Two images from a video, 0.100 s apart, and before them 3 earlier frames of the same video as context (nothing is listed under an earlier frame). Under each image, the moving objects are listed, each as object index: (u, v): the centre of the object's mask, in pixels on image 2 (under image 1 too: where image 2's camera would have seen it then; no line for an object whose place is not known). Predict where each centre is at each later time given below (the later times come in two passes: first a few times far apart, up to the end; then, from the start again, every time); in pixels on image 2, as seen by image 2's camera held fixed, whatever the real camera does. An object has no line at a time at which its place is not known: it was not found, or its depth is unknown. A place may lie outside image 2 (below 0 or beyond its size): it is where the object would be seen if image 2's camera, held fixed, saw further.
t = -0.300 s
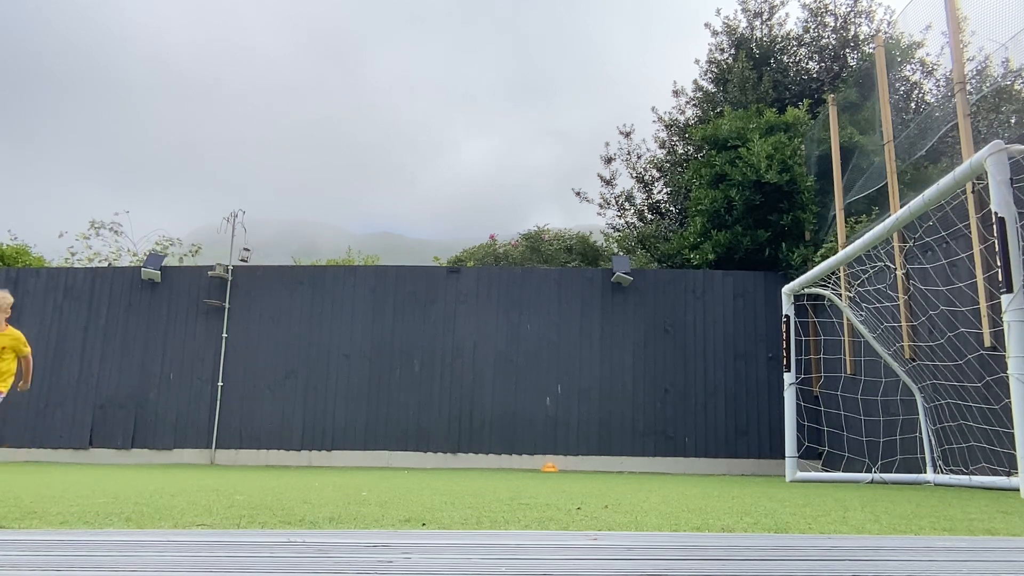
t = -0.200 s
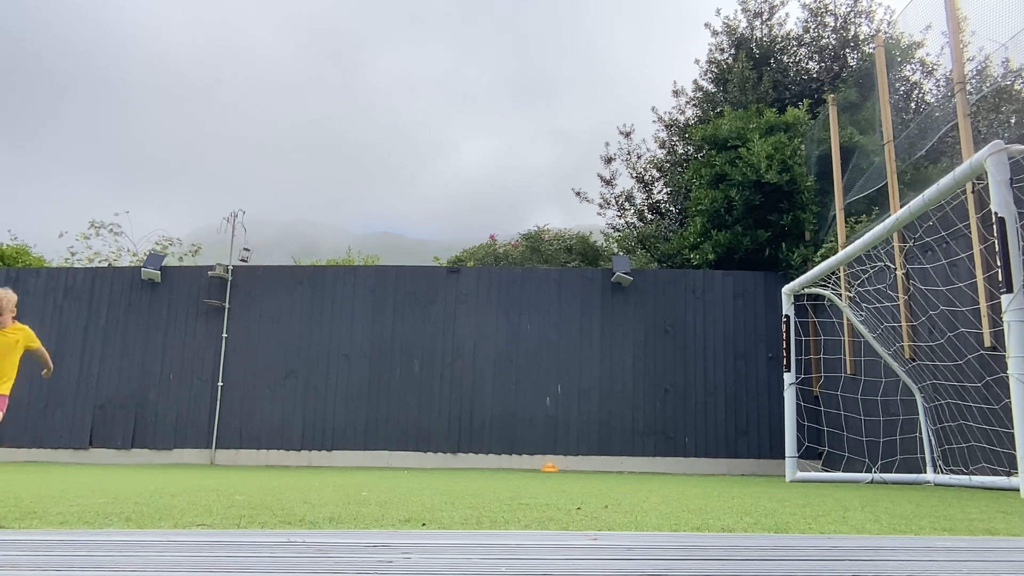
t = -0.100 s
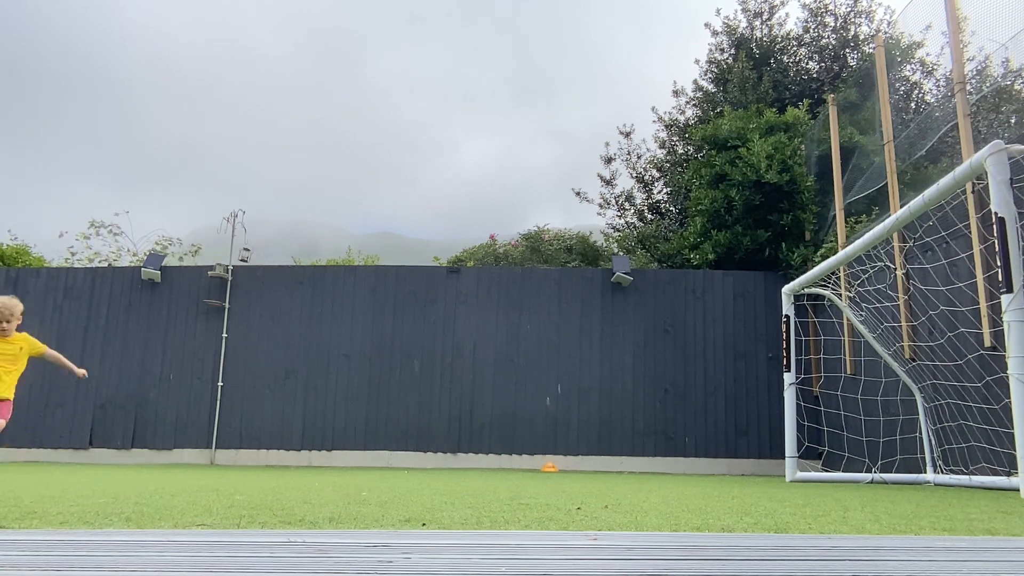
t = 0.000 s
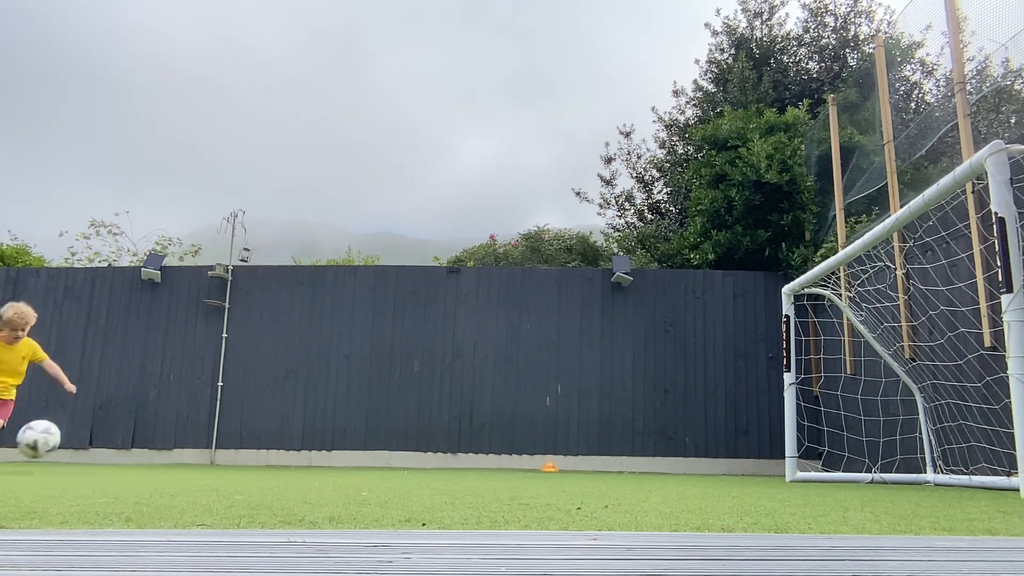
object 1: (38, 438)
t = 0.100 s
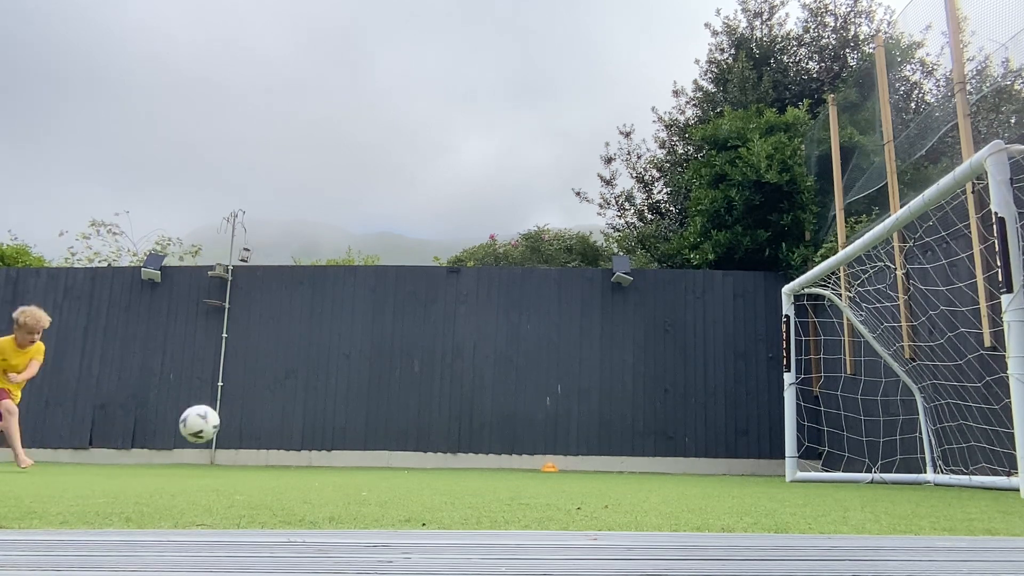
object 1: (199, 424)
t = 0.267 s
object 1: (455, 436)
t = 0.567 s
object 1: (839, 439)
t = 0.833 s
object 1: (927, 450)
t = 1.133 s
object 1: (937, 450)
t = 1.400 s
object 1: (944, 456)
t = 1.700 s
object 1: (950, 463)
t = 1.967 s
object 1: (954, 463)
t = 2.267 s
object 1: (959, 462)
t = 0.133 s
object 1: (252, 422)
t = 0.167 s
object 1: (305, 423)
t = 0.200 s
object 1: (355, 426)
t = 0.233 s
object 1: (405, 431)
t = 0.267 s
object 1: (455, 436)
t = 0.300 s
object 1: (505, 444)
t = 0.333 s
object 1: (554, 455)
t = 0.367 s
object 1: (602, 463)
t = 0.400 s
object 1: (644, 455)
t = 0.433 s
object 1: (684, 447)
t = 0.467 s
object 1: (724, 442)
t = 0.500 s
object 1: (763, 439)
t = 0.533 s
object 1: (802, 439)
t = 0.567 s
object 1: (839, 439)
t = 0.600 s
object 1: (876, 441)
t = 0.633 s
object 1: (913, 445)
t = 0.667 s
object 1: (920, 442)
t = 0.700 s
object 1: (921, 440)
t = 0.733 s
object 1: (922, 440)
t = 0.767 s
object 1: (924, 441)
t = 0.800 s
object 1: (925, 444)
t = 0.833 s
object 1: (927, 450)
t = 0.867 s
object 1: (929, 457)
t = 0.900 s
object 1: (931, 468)
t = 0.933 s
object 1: (931, 465)
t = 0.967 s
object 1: (932, 458)
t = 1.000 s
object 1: (933, 452)
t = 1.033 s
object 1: (934, 449)
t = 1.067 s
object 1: (935, 447)
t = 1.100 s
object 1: (936, 447)
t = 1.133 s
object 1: (937, 450)
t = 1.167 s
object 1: (939, 455)
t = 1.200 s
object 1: (941, 463)
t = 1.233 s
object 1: (944, 467)
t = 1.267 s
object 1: (943, 461)
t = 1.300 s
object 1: (943, 457)
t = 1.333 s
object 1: (943, 453)
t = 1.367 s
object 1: (943, 453)
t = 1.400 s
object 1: (944, 456)
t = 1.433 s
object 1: (945, 462)
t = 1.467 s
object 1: (947, 467)
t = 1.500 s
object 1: (947, 462)
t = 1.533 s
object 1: (947, 458)
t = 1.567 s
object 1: (947, 457)
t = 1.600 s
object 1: (948, 459)
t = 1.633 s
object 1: (949, 464)
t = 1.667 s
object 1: (951, 468)
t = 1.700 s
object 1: (950, 463)
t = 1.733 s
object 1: (951, 460)
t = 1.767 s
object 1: (951, 460)
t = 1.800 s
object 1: (951, 463)
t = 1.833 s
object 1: (951, 465)
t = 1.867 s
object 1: (951, 461)
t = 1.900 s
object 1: (952, 461)
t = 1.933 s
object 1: (953, 465)
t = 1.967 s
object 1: (954, 463)
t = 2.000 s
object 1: (954, 462)
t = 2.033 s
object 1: (955, 464)
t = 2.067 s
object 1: (956, 464)
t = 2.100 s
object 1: (956, 464)
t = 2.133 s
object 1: (956, 464)
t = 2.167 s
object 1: (957, 463)
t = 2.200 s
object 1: (958, 462)
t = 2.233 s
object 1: (958, 463)
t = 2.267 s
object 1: (959, 462)
